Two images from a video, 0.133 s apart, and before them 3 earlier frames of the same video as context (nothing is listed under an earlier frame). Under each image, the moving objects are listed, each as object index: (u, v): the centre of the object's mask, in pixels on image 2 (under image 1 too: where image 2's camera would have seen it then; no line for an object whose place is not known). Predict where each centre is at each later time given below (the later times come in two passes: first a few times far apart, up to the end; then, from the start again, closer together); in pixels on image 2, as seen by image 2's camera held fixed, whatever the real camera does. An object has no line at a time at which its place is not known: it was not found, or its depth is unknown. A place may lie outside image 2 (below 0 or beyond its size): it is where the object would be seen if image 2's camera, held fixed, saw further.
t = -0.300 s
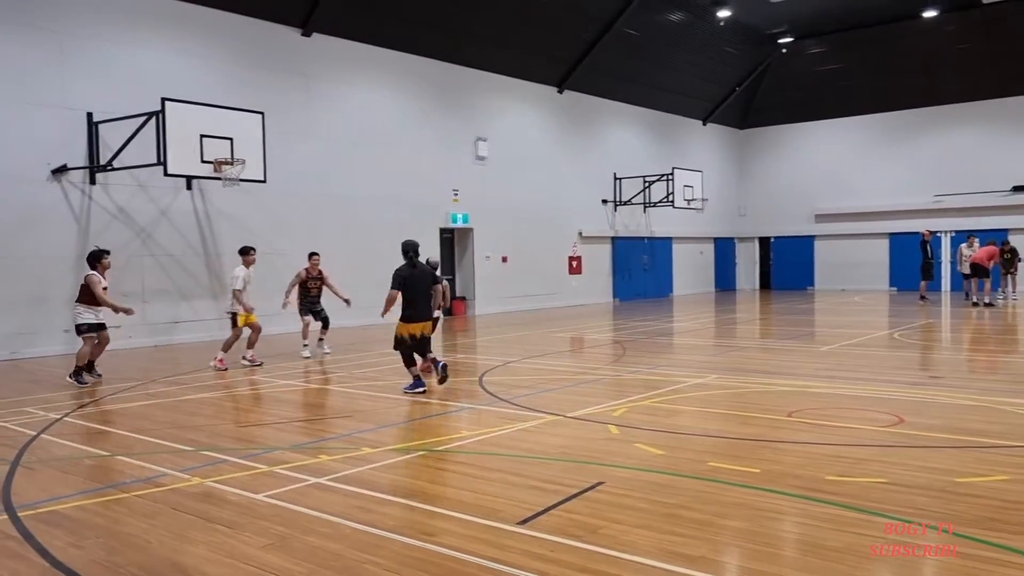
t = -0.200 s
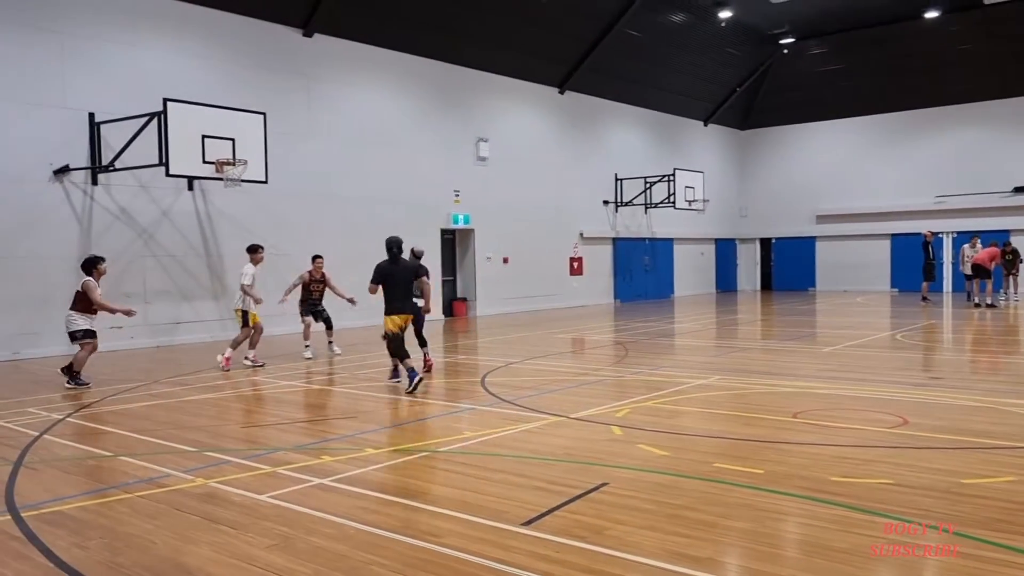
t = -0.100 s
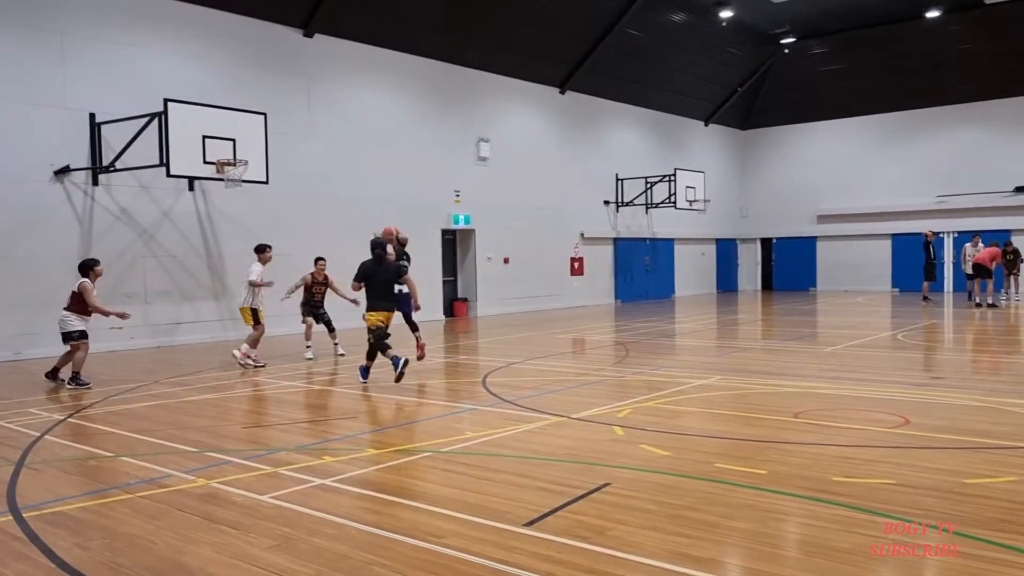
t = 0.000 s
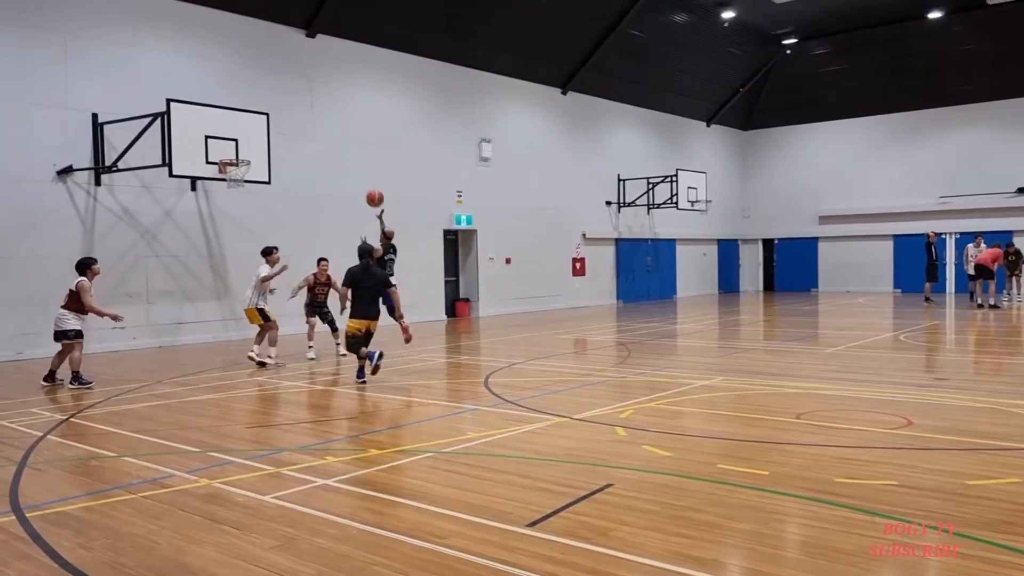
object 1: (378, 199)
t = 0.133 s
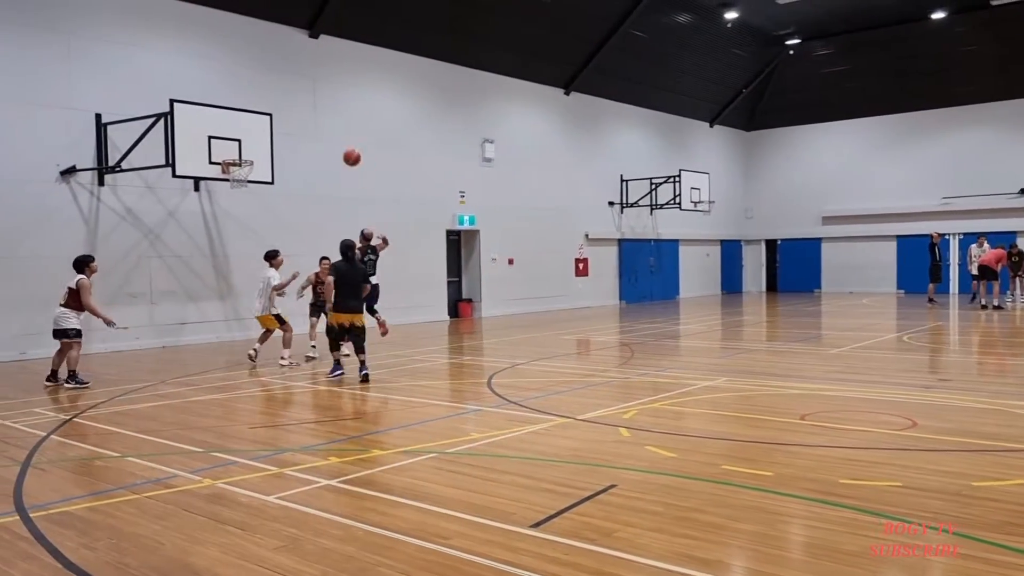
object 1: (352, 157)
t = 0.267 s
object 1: (327, 131)
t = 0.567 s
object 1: (278, 118)
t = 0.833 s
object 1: (241, 151)
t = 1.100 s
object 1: (230, 132)
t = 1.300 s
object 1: (222, 147)
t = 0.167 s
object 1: (345, 150)
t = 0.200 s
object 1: (339, 142)
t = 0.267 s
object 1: (327, 131)
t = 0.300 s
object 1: (321, 126)
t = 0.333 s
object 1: (315, 123)
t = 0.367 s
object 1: (310, 120)
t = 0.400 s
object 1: (304, 117)
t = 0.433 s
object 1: (299, 116)
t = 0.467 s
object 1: (293, 116)
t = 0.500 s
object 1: (288, 116)
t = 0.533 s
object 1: (283, 116)
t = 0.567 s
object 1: (278, 118)
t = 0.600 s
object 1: (273, 121)
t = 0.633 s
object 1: (268, 124)
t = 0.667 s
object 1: (263, 127)
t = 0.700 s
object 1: (258, 131)
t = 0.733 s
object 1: (254, 136)
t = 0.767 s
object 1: (249, 142)
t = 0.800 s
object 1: (244, 148)
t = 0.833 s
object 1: (241, 151)
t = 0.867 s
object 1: (240, 146)
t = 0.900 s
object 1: (238, 143)
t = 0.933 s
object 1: (237, 139)
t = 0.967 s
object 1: (235, 136)
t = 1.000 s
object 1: (234, 134)
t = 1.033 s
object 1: (233, 133)
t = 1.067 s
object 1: (231, 132)
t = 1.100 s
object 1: (230, 132)
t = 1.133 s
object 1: (228, 133)
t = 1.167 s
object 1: (227, 134)
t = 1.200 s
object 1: (226, 137)
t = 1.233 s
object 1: (225, 140)
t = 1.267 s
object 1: (224, 143)
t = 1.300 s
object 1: (222, 147)
